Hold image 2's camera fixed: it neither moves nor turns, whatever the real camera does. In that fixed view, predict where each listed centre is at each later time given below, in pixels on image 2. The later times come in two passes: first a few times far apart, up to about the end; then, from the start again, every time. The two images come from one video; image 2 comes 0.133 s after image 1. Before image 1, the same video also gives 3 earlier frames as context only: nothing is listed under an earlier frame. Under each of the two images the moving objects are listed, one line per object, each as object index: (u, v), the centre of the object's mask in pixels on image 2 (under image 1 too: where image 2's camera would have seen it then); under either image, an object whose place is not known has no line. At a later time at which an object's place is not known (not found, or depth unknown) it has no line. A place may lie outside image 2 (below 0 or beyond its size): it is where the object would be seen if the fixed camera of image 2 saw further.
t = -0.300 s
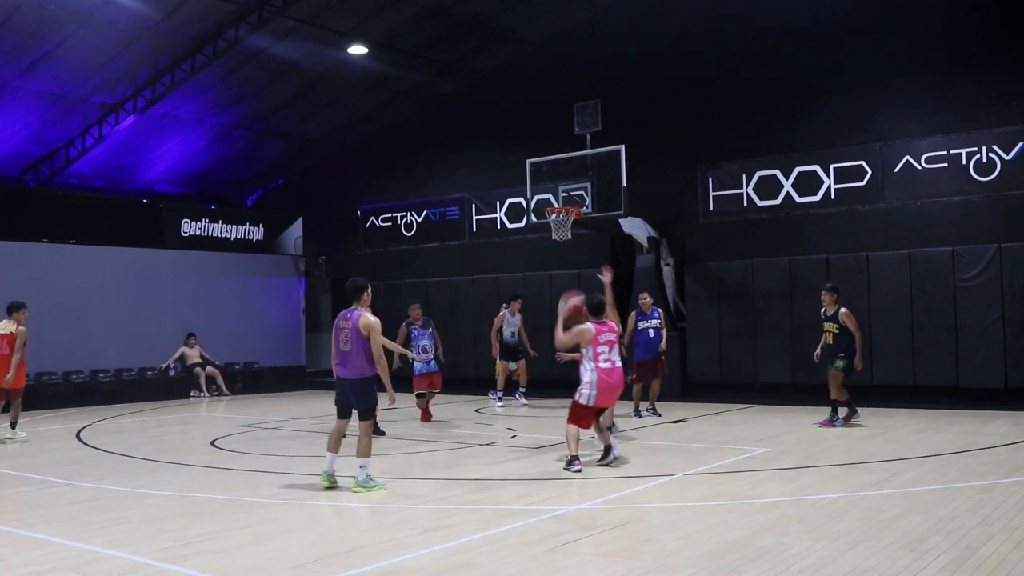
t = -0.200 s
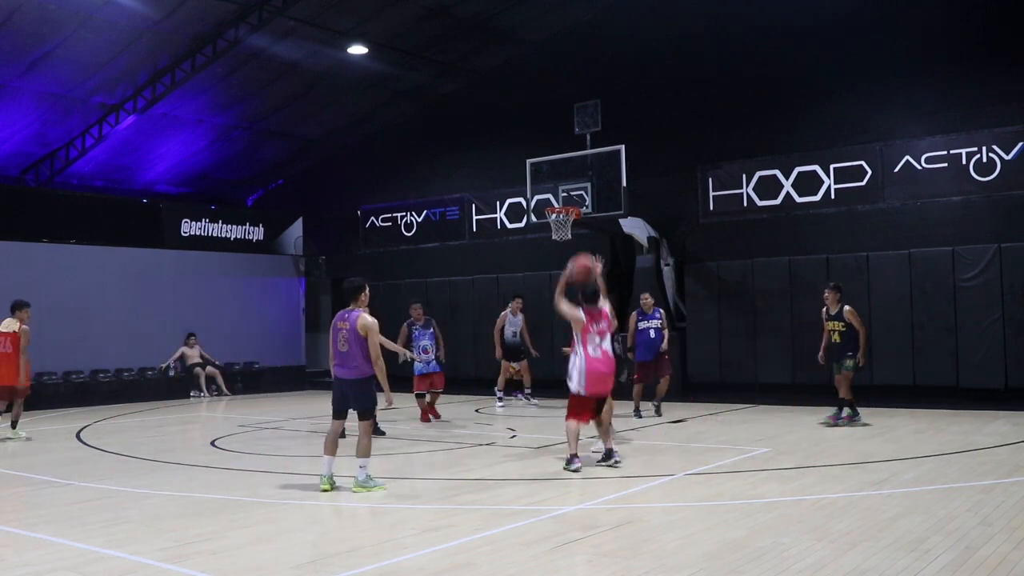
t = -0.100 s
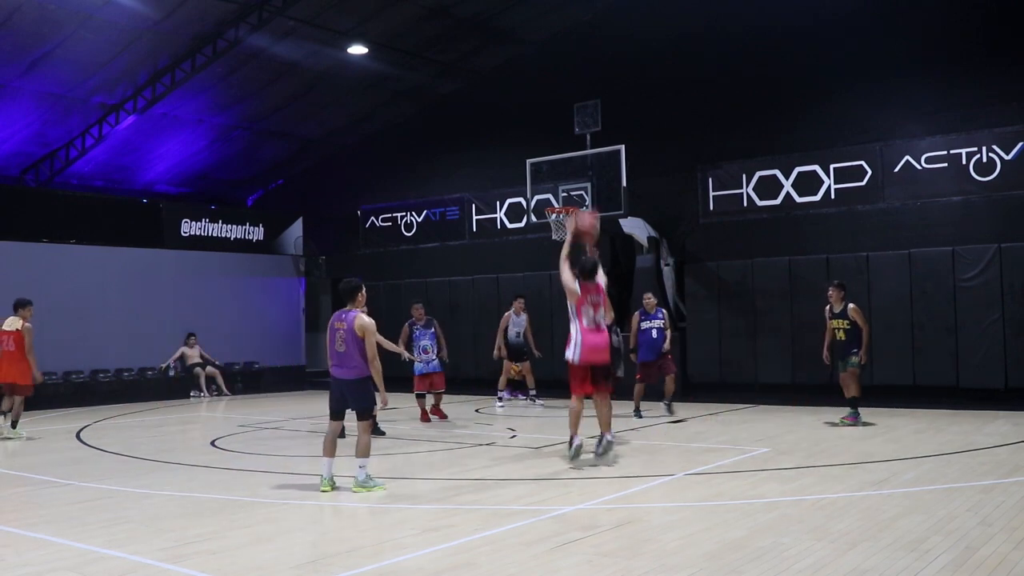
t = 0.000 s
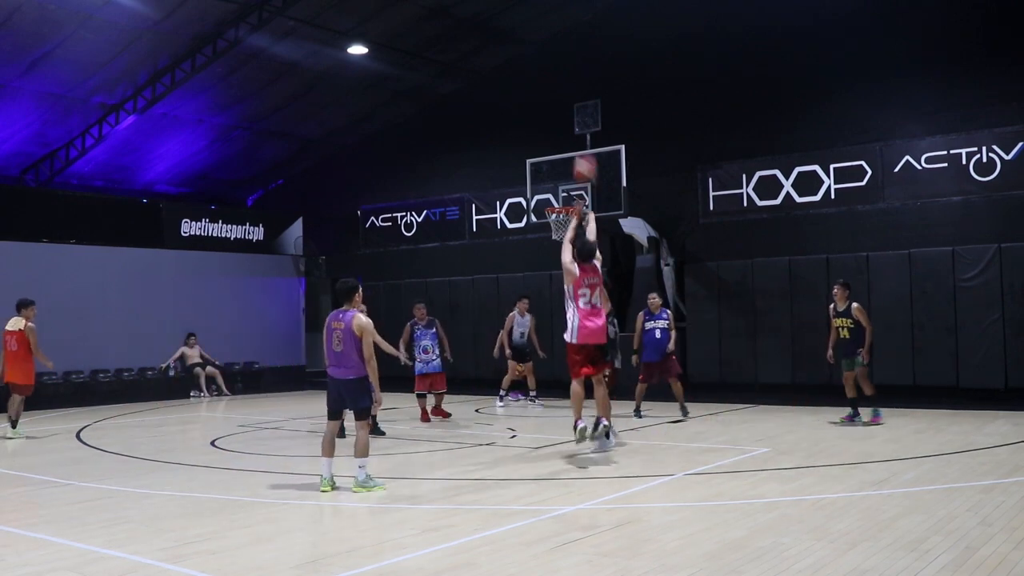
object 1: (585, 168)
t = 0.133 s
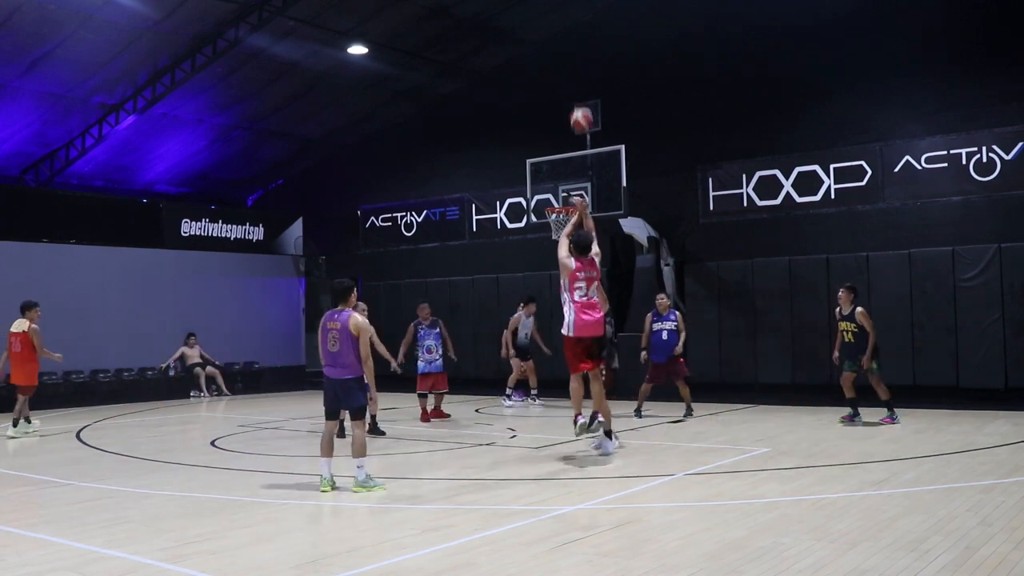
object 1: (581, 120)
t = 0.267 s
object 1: (579, 92)
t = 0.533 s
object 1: (574, 89)
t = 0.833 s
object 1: (571, 142)
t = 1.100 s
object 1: (556, 191)
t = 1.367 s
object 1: (503, 158)
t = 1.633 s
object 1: (450, 170)
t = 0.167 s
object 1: (580, 110)
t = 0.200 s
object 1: (580, 103)
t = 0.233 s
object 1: (580, 97)
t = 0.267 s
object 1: (579, 92)
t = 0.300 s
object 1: (578, 88)
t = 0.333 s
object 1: (577, 85)
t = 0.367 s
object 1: (577, 84)
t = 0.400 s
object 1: (576, 83)
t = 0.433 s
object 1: (576, 84)
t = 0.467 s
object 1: (575, 84)
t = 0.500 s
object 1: (575, 86)
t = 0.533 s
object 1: (574, 89)
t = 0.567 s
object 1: (574, 92)
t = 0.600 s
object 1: (573, 96)
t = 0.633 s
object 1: (573, 100)
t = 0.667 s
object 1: (572, 106)
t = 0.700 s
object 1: (572, 112)
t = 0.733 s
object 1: (572, 119)
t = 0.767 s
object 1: (572, 126)
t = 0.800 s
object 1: (571, 133)
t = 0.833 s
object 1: (571, 142)
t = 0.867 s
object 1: (571, 149)
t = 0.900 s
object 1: (570, 159)
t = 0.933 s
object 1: (571, 169)
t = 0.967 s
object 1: (570, 178)
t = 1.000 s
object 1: (570, 189)
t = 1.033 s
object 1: (570, 200)
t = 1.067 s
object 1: (566, 199)
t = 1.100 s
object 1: (556, 191)
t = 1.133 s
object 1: (550, 185)
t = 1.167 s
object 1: (544, 178)
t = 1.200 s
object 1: (538, 173)
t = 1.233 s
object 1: (530, 169)
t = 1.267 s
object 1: (522, 165)
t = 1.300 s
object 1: (517, 162)
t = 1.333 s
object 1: (509, 159)
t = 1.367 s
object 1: (503, 158)
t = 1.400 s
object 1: (496, 157)
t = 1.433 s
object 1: (489, 157)
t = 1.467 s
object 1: (482, 158)
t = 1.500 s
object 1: (476, 158)
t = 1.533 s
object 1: (470, 160)
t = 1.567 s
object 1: (463, 162)
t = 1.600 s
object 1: (457, 165)
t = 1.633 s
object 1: (450, 170)
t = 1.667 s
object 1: (443, 174)
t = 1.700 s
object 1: (437, 179)
